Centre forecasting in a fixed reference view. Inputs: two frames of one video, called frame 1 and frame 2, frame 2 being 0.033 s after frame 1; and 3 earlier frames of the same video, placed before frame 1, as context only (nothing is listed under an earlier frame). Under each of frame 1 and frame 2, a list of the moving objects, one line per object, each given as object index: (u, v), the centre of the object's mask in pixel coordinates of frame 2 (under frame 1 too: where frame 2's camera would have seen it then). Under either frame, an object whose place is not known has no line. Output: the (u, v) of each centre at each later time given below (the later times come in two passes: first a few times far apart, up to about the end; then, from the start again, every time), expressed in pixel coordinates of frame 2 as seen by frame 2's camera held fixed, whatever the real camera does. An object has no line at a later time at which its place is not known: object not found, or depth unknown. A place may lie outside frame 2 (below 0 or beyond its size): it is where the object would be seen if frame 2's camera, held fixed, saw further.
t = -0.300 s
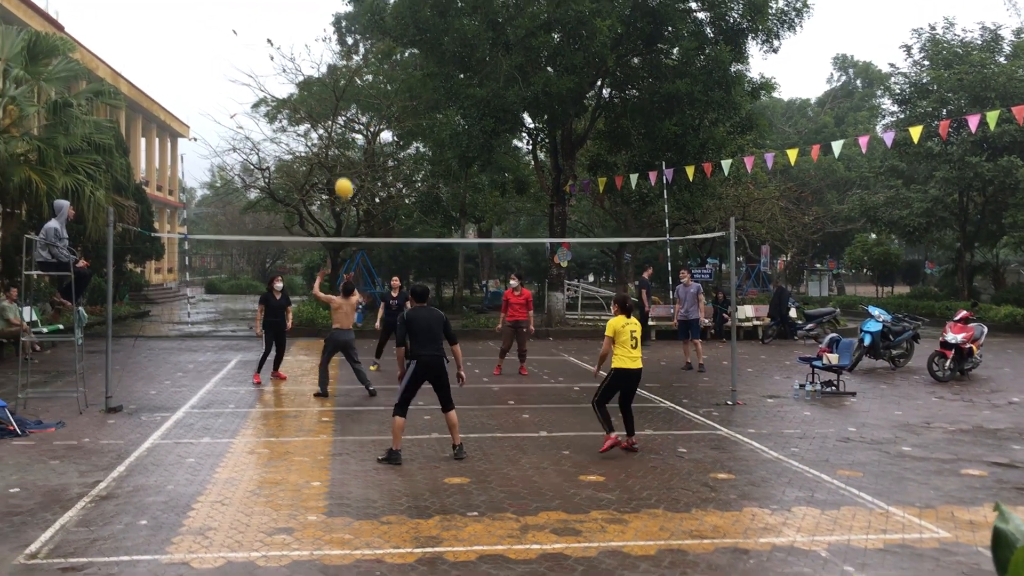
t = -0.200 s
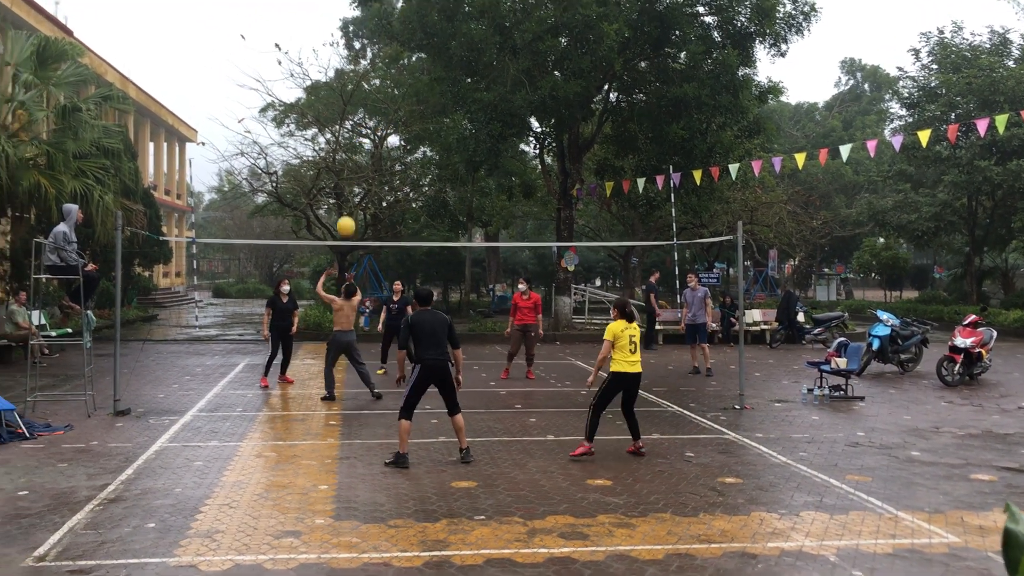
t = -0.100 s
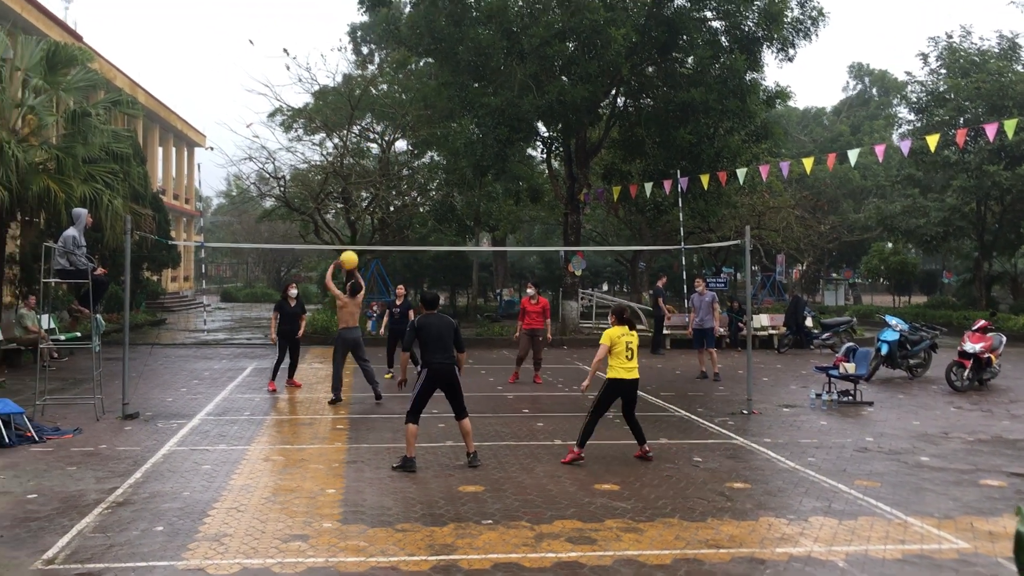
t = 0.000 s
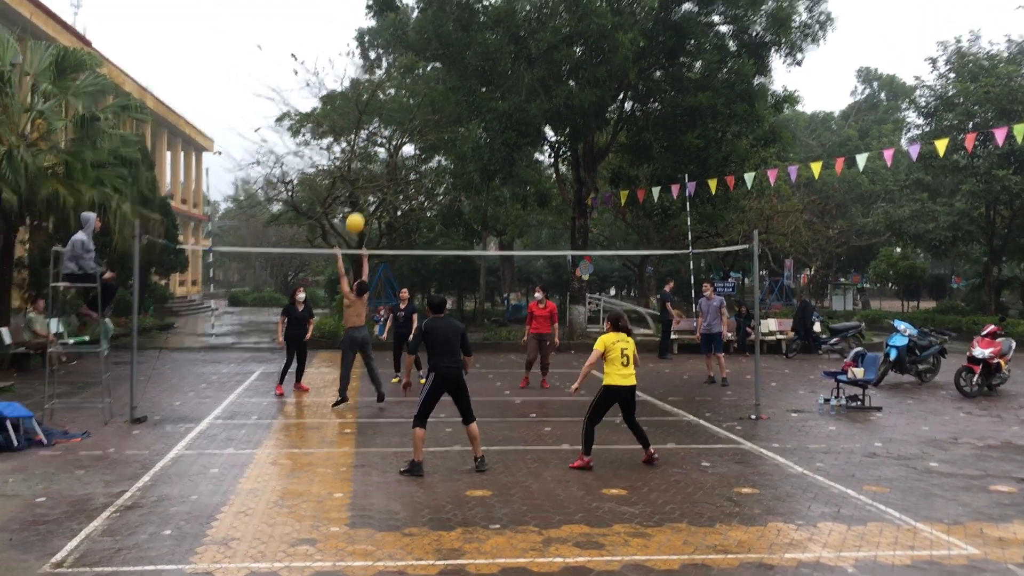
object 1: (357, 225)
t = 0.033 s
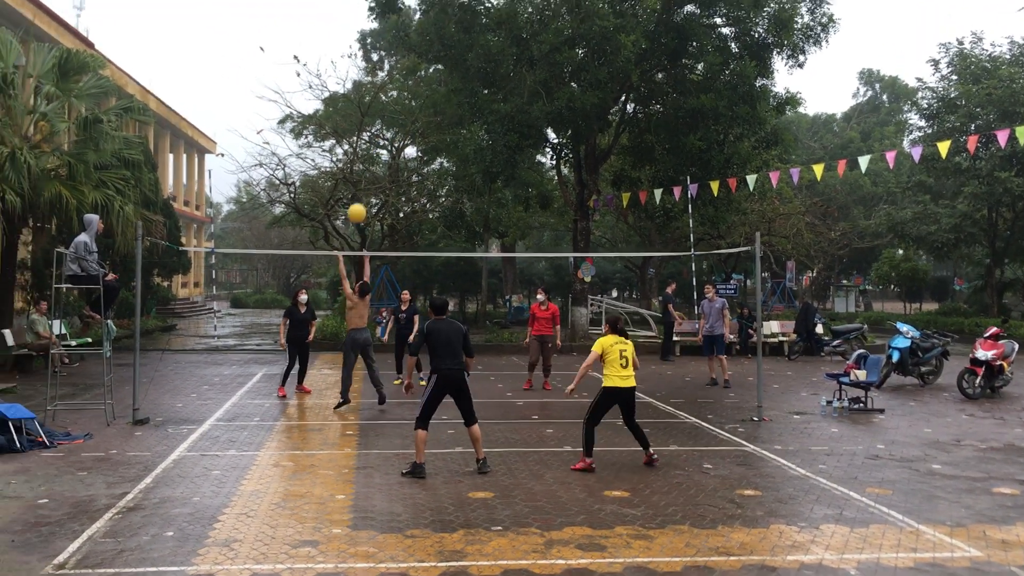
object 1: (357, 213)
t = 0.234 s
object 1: (353, 156)
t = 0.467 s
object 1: (350, 126)
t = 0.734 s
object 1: (345, 140)
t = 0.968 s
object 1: (341, 192)
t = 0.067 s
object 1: (356, 201)
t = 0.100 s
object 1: (355, 191)
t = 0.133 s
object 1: (355, 181)
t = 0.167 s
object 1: (354, 172)
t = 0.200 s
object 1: (354, 163)
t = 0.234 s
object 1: (353, 156)
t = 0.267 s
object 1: (352, 149)
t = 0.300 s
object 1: (352, 143)
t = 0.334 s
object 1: (352, 138)
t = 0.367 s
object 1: (351, 134)
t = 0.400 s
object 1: (351, 131)
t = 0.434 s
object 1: (350, 128)
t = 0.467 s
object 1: (350, 126)
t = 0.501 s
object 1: (349, 125)
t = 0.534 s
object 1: (349, 125)
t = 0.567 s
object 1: (348, 125)
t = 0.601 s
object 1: (348, 126)
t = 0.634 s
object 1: (347, 128)
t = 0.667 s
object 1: (346, 132)
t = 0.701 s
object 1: (346, 135)
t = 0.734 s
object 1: (345, 140)
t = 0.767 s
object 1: (345, 145)
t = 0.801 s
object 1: (344, 151)
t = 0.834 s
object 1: (343, 158)
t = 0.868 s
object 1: (343, 165)
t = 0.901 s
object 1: (342, 174)
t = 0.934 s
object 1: (341, 183)
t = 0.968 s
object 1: (341, 192)
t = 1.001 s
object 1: (340, 203)
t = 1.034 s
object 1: (340, 213)
